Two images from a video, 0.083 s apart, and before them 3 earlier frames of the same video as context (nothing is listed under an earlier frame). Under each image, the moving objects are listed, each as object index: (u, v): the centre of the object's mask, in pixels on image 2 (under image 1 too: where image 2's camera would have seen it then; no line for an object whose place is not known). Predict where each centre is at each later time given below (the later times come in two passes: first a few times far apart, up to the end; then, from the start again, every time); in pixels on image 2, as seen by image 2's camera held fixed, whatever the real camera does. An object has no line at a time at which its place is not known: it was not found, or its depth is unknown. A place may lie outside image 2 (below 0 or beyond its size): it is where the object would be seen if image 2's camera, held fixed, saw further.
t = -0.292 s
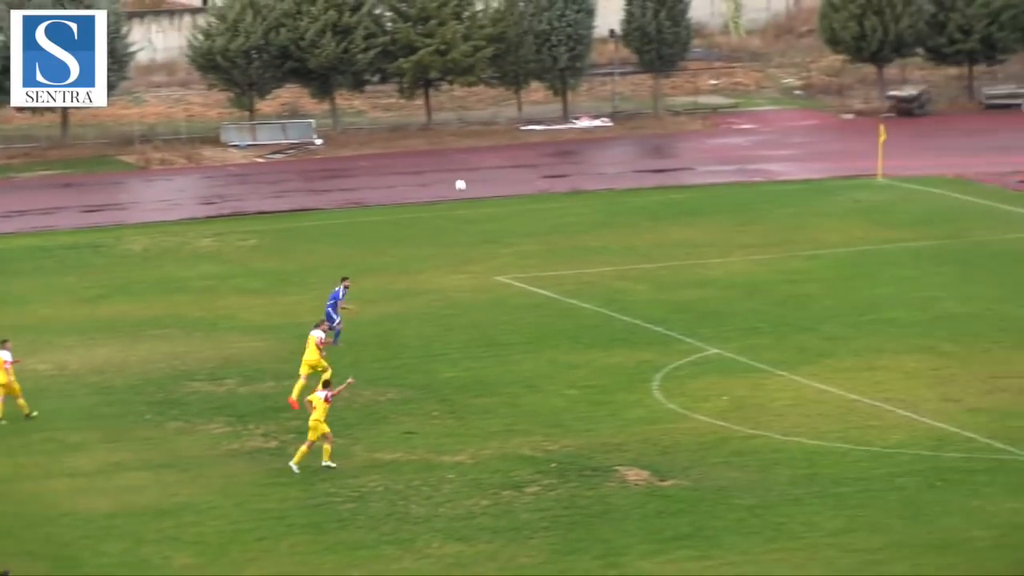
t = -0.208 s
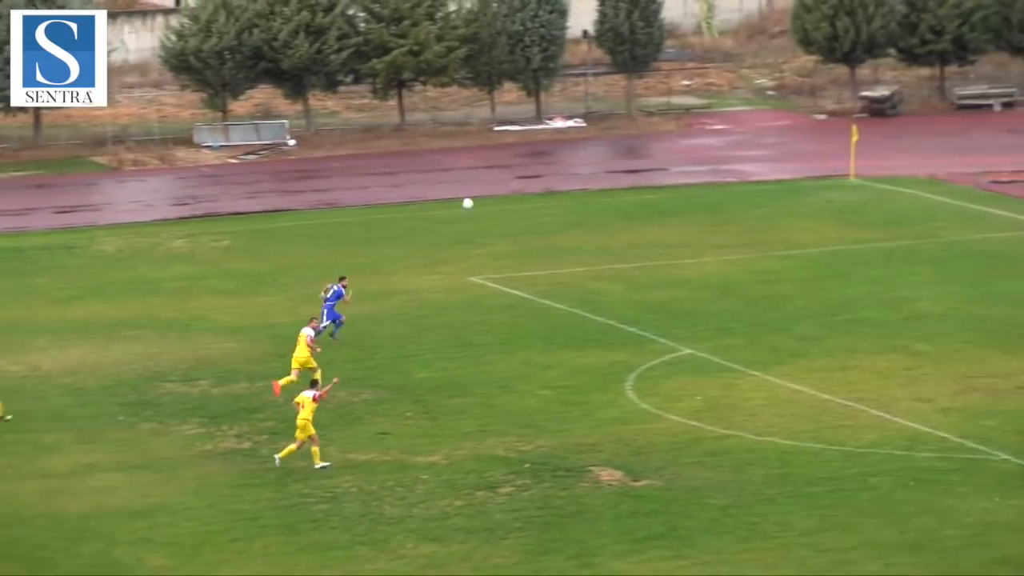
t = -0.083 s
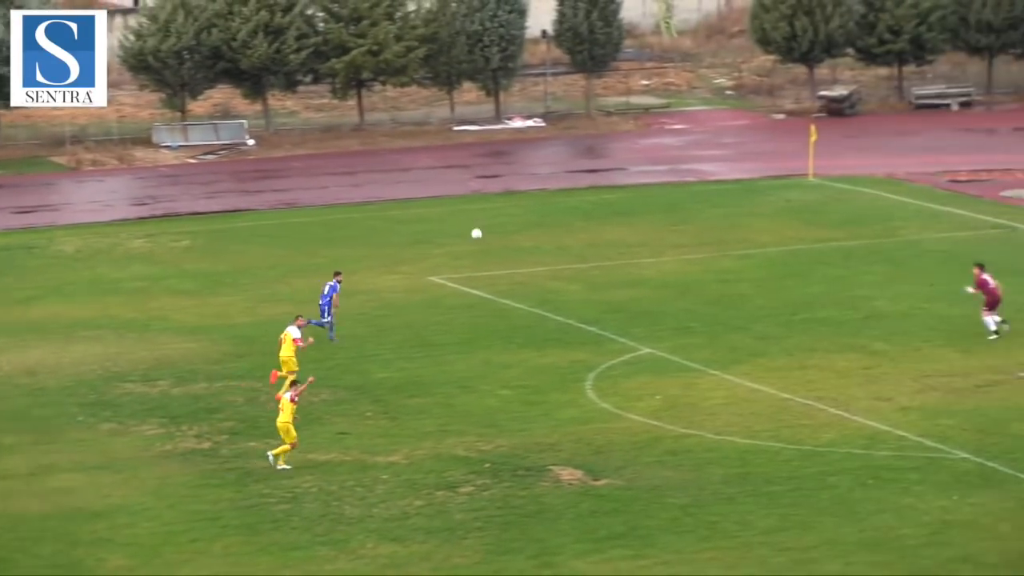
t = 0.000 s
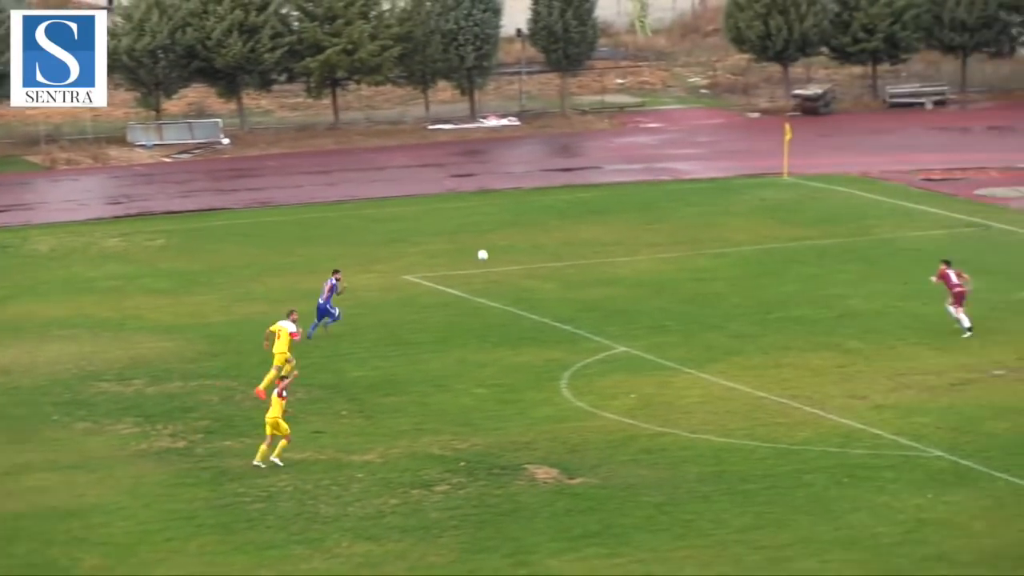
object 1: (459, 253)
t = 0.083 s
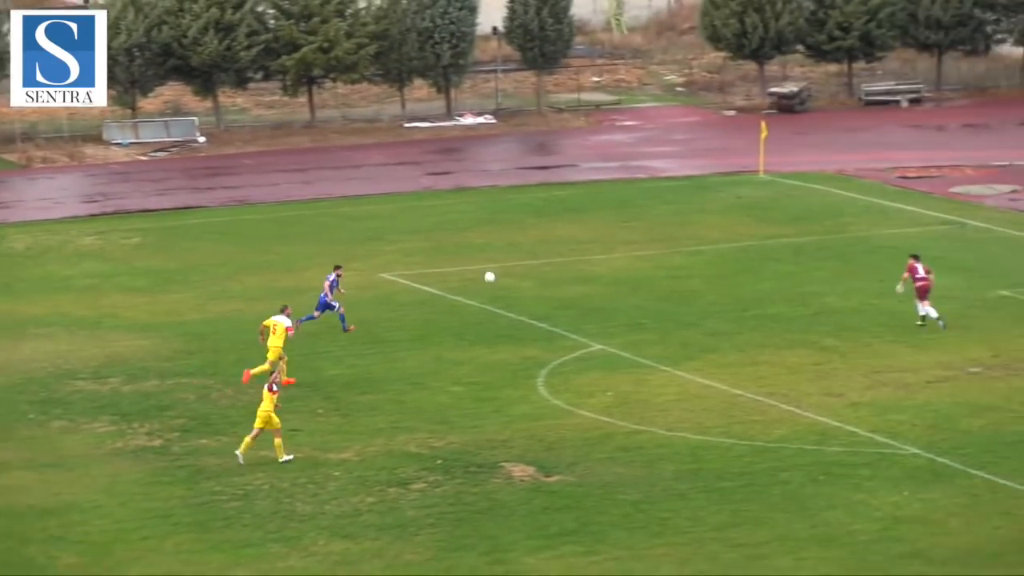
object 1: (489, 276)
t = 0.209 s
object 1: (533, 315)
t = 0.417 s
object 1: (583, 283)
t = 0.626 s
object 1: (626, 244)
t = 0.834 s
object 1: (668, 223)
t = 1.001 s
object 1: (699, 218)
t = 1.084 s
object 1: (715, 220)
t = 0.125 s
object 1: (504, 289)
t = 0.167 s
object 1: (519, 302)
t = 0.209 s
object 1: (533, 315)
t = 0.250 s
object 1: (547, 327)
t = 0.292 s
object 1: (556, 316)
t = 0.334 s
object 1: (565, 304)
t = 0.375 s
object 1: (574, 293)
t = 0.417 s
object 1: (583, 283)
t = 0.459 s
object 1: (592, 274)
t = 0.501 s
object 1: (600, 265)
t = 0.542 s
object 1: (609, 257)
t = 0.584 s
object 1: (618, 250)
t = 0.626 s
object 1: (626, 244)
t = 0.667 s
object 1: (635, 238)
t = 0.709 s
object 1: (643, 233)
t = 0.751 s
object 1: (651, 229)
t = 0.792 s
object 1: (659, 225)
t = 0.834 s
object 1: (668, 223)
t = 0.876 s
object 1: (675, 220)
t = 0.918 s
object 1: (683, 219)
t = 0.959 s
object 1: (691, 218)
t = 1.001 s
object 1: (699, 218)
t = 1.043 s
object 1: (707, 219)
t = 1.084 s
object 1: (715, 220)
